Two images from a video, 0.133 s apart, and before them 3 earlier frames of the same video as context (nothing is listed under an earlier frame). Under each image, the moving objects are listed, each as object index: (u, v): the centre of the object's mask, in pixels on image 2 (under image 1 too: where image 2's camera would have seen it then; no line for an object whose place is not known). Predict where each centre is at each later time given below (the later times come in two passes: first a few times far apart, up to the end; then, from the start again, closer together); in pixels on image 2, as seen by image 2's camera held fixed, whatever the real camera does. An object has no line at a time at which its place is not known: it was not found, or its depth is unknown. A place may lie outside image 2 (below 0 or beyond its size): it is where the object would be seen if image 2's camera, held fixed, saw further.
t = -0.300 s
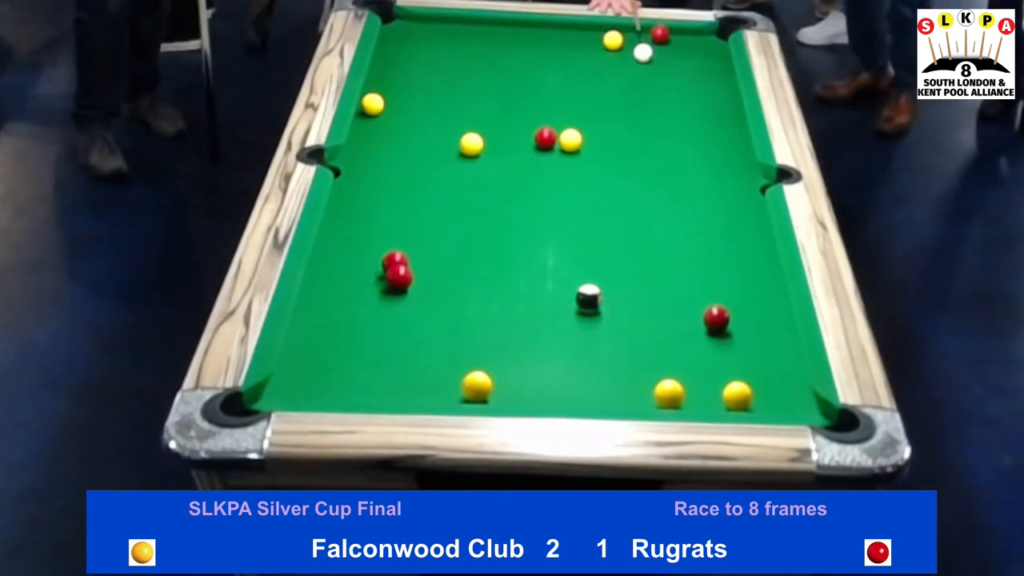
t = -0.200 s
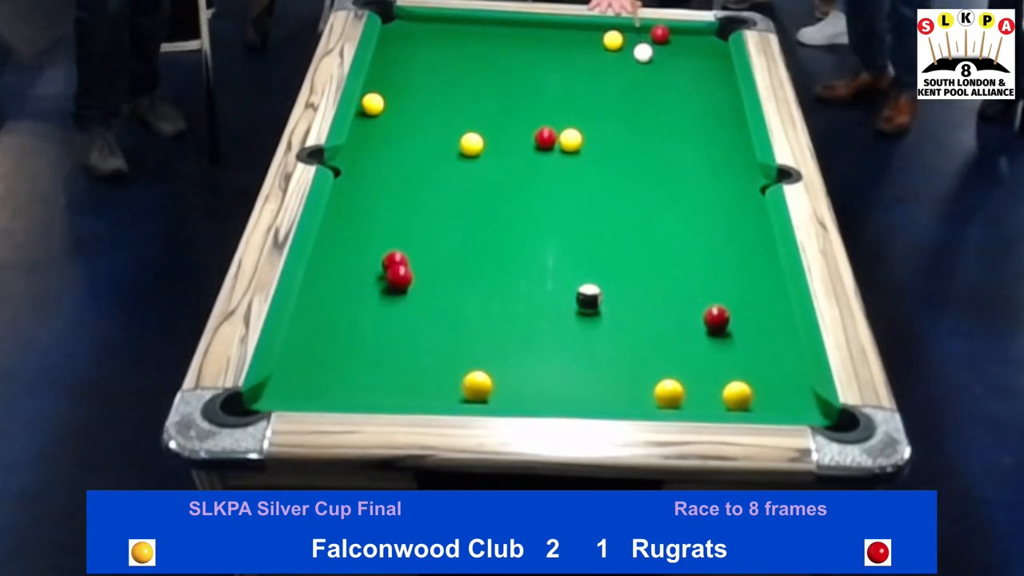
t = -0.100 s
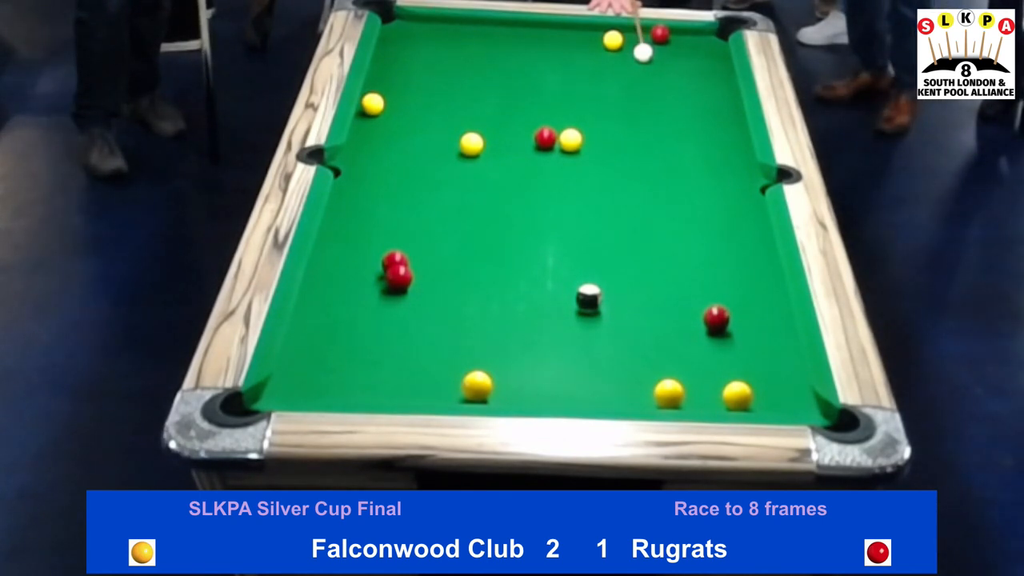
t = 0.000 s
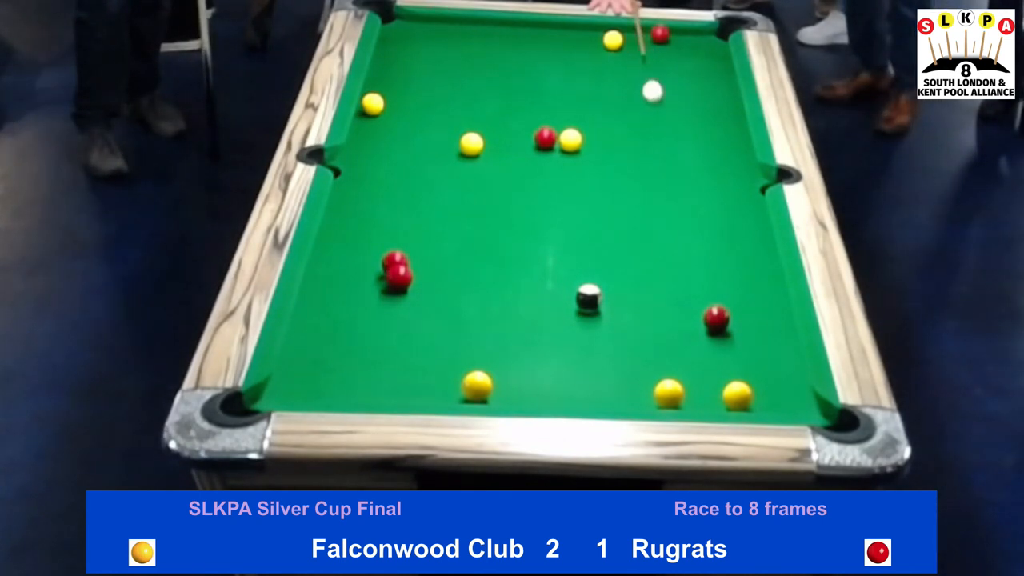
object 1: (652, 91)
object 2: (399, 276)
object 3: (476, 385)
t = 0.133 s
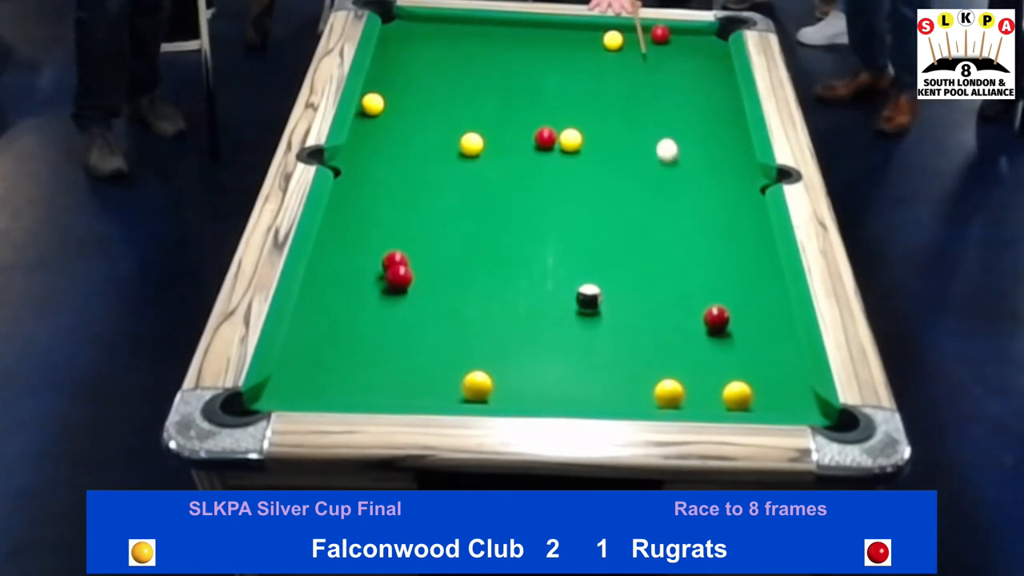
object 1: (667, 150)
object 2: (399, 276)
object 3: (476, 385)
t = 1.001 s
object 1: (550, 391)
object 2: (399, 276)
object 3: (476, 385)
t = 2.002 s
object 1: (426, 287)
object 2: (399, 276)
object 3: (464, 387)
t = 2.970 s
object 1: (452, 235)
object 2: (358, 275)
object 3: (464, 387)
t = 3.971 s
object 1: (465, 209)
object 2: (354, 276)
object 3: (464, 387)
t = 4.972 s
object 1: (464, 205)
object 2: (354, 276)
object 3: (464, 387)
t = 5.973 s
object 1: (464, 205)
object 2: (354, 276)
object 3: (464, 387)
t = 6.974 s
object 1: (464, 205)
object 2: (354, 276)
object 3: (464, 387)
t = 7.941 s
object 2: (354, 276)
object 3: (464, 387)
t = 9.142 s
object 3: (468, 386)
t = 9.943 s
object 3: (464, 386)
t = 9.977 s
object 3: (464, 386)
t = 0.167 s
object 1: (670, 165)
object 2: (399, 276)
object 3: (476, 385)
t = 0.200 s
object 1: (674, 180)
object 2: (399, 276)
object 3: (476, 385)
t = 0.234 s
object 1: (678, 196)
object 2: (399, 276)
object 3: (476, 385)
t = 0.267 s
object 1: (682, 213)
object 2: (399, 276)
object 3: (476, 385)
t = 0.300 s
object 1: (686, 230)
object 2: (399, 276)
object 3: (476, 385)
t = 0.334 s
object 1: (691, 247)
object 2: (399, 276)
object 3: (476, 385)
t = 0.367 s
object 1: (695, 266)
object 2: (399, 276)
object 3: (476, 385)
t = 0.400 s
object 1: (700, 286)
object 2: (399, 276)
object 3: (476, 385)
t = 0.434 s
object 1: (702, 304)
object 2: (399, 276)
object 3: (476, 385)
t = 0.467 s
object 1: (693, 307)
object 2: (399, 276)
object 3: (476, 385)
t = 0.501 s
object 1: (682, 309)
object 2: (399, 276)
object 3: (476, 385)
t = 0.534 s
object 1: (671, 312)
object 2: (399, 276)
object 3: (476, 385)
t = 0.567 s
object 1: (662, 315)
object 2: (399, 276)
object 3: (476, 385)
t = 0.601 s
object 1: (652, 319)
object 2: (399, 276)
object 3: (476, 385)
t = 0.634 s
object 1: (644, 324)
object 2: (399, 276)
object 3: (476, 385)
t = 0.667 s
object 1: (636, 330)
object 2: (399, 276)
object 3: (476, 385)
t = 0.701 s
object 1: (627, 336)
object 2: (399, 276)
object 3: (476, 385)
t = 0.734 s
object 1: (619, 342)
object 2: (399, 276)
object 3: (476, 385)
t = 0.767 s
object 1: (611, 347)
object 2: (399, 276)
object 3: (476, 385)
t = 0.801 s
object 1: (602, 354)
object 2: (399, 276)
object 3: (476, 385)
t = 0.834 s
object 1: (594, 360)
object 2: (399, 276)
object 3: (476, 385)
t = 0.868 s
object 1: (585, 366)
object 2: (399, 276)
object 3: (476, 385)
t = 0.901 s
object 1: (576, 372)
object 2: (399, 276)
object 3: (476, 385)
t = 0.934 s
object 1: (568, 379)
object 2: (399, 276)
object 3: (476, 385)
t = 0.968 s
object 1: (559, 385)
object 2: (399, 276)
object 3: (476, 385)
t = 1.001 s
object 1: (550, 391)
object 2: (399, 276)
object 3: (476, 385)
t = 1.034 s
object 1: (541, 394)
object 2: (399, 276)
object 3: (476, 385)
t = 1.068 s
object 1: (532, 398)
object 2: (399, 276)
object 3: (477, 385)
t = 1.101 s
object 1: (526, 394)
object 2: (399, 276)
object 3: (477, 385)
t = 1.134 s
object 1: (519, 392)
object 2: (399, 276)
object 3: (477, 385)
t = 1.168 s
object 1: (513, 389)
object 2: (399, 276)
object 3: (477, 385)
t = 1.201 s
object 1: (507, 384)
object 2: (399, 275)
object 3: (477, 385)
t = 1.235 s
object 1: (503, 379)
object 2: (399, 276)
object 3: (477, 385)
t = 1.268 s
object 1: (500, 374)
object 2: (399, 275)
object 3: (475, 386)
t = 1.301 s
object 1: (496, 370)
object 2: (399, 276)
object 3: (474, 385)
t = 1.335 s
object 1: (492, 365)
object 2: (399, 276)
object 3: (473, 386)
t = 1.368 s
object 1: (488, 361)
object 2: (399, 276)
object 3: (472, 386)
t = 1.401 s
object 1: (484, 356)
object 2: (399, 276)
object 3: (471, 386)
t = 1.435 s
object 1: (480, 352)
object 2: (399, 276)
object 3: (470, 386)
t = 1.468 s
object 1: (477, 348)
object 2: (399, 276)
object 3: (469, 386)
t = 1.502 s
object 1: (473, 344)
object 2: (399, 276)
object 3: (468, 386)
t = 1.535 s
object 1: (470, 339)
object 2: (399, 276)
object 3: (468, 386)
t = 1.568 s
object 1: (466, 335)
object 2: (399, 276)
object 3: (467, 386)
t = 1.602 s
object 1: (463, 331)
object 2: (399, 276)
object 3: (466, 386)
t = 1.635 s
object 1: (459, 327)
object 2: (399, 276)
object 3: (465, 386)
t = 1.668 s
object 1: (456, 323)
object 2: (399, 276)
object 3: (465, 386)
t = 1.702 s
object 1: (453, 319)
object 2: (399, 276)
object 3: (465, 386)
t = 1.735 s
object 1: (449, 315)
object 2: (399, 276)
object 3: (464, 387)
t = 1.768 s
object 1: (446, 312)
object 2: (399, 276)
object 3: (464, 387)
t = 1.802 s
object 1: (443, 308)
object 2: (399, 276)
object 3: (464, 387)
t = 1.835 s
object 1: (441, 304)
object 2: (399, 276)
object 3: (464, 387)
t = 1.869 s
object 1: (437, 301)
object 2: (399, 276)
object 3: (463, 387)
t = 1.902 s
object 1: (434, 297)
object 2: (399, 276)
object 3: (463, 387)
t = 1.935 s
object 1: (431, 294)
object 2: (399, 276)
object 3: (463, 387)
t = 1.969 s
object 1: (429, 290)
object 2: (399, 276)
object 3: (463, 387)
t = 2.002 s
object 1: (426, 287)
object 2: (399, 276)
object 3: (464, 387)
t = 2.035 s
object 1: (423, 284)
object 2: (398, 276)
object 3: (463, 387)
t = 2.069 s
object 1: (425, 281)
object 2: (396, 275)
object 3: (464, 387)
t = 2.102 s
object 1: (426, 279)
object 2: (394, 275)
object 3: (464, 387)
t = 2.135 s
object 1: (428, 277)
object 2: (392, 275)
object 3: (464, 387)
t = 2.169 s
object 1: (430, 275)
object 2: (390, 275)
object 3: (464, 387)
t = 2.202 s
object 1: (431, 273)
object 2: (387, 275)
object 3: (464, 387)
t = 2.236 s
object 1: (432, 271)
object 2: (386, 276)
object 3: (464, 387)
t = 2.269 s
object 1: (433, 269)
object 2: (384, 276)
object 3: (464, 387)
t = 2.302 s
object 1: (434, 267)
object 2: (382, 275)
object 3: (464, 387)
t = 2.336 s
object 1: (435, 265)
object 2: (380, 275)
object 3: (464, 387)
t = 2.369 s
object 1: (436, 263)
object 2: (379, 275)
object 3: (464, 387)
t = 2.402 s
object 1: (437, 262)
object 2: (377, 275)
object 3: (464, 387)
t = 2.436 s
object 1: (439, 259)
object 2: (375, 275)
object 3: (464, 387)
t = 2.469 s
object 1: (440, 258)
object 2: (374, 275)
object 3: (464, 387)
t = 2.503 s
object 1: (441, 256)
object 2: (373, 275)
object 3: (464, 387)
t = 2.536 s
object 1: (442, 254)
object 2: (371, 275)
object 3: (464, 387)
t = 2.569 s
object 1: (442, 253)
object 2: (370, 274)
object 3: (464, 387)
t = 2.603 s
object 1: (443, 251)
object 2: (369, 275)
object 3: (464, 387)
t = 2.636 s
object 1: (444, 249)
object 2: (367, 275)
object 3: (464, 387)
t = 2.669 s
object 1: (445, 248)
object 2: (366, 275)
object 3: (464, 387)
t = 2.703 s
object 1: (446, 246)
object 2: (365, 274)
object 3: (464, 387)
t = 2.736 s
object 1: (447, 245)
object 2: (364, 275)
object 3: (464, 387)
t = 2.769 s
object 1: (447, 243)
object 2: (363, 275)
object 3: (464, 387)
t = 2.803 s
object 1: (448, 242)
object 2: (362, 275)
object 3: (464, 387)
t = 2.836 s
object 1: (449, 241)
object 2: (361, 275)
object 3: (464, 387)
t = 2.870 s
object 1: (450, 239)
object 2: (361, 275)
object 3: (464, 387)
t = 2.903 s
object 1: (451, 238)
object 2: (360, 275)
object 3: (464, 387)
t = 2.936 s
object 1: (451, 237)
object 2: (359, 275)
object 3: (464, 387)
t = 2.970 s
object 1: (452, 235)
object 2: (358, 275)
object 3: (464, 387)
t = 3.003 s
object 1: (453, 234)
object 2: (358, 275)
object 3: (464, 387)
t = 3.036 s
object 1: (453, 233)
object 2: (357, 275)
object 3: (464, 387)
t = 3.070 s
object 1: (454, 231)
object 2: (357, 275)
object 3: (464, 387)
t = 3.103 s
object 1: (455, 230)
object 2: (356, 275)
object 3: (464, 387)
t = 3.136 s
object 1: (456, 229)
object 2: (356, 275)
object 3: (464, 387)
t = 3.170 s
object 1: (456, 228)
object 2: (355, 275)
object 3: (464, 387)
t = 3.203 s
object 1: (457, 227)
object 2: (355, 275)
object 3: (464, 387)
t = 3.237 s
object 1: (457, 226)
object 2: (355, 275)
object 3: (464, 387)
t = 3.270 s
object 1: (458, 225)
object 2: (355, 275)
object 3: (464, 387)
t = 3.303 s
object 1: (458, 224)
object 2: (355, 275)
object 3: (464, 387)
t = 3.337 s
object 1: (459, 223)
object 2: (354, 275)
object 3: (464, 387)
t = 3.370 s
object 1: (459, 222)
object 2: (354, 275)
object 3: (464, 387)
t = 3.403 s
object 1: (460, 221)
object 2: (354, 275)
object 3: (464, 387)
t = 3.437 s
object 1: (460, 220)
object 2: (354, 275)
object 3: (464, 387)
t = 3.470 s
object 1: (461, 220)
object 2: (354, 275)
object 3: (464, 387)
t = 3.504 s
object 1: (461, 219)
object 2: (354, 275)
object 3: (464, 387)
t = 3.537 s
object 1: (462, 218)
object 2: (354, 275)
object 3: (464, 387)
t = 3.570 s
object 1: (462, 217)
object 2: (354, 275)
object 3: (464, 387)
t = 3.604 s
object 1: (462, 216)
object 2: (354, 275)
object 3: (464, 387)
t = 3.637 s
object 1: (463, 215)
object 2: (354, 275)
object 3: (464, 387)
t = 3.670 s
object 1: (463, 214)
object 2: (354, 275)
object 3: (464, 387)
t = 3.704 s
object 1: (463, 214)
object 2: (354, 276)
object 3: (464, 387)
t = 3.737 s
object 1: (463, 213)
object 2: (354, 276)
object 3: (464, 387)
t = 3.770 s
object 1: (464, 213)
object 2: (354, 276)
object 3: (464, 387)
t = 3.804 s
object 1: (464, 212)
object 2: (354, 276)
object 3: (464, 387)
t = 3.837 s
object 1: (464, 211)
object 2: (354, 276)
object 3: (464, 387)
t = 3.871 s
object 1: (464, 211)
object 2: (354, 276)
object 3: (464, 387)
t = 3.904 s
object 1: (464, 210)
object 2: (354, 276)
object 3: (464, 387)
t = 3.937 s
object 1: (464, 210)
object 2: (354, 276)
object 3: (464, 387)
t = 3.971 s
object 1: (465, 209)
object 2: (354, 276)
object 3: (464, 387)
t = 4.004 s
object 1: (465, 209)
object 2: (354, 276)
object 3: (464, 387)
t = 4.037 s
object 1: (465, 208)
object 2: (354, 276)
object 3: (464, 387)
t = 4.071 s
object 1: (465, 208)
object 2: (354, 276)
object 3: (464, 387)
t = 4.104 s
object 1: (465, 208)
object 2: (354, 276)
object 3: (464, 387)
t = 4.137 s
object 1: (465, 207)
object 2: (354, 276)
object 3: (464, 387)
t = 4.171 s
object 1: (465, 207)
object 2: (354, 276)
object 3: (464, 387)
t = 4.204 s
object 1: (465, 207)
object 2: (354, 276)
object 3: (464, 387)
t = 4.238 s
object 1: (465, 207)
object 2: (354, 276)
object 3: (464, 387)
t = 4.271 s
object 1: (465, 206)
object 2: (354, 276)
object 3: (464, 387)
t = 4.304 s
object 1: (464, 206)
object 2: (354, 276)
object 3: (464, 387)
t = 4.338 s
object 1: (464, 206)
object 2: (354, 276)
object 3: (464, 387)
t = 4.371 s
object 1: (464, 206)
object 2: (354, 276)
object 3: (464, 387)
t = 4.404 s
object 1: (464, 206)
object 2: (354, 276)
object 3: (464, 387)
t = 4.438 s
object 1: (464, 206)
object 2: (354, 276)
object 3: (464, 387)
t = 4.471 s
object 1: (464, 205)
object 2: (354, 276)
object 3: (464, 387)
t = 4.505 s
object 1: (464, 205)
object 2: (354, 276)
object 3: (464, 387)
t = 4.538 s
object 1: (464, 205)
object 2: (354, 276)
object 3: (464, 387)
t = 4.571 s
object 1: (464, 205)
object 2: (354, 276)
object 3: (464, 387)
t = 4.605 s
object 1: (464, 205)
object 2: (354, 276)
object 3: (464, 387)
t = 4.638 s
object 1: (464, 205)
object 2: (354, 276)
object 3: (464, 387)
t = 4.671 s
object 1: (464, 205)
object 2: (354, 276)
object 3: (464, 387)
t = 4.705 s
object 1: (464, 205)
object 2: (354, 276)
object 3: (464, 387)
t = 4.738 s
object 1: (464, 205)
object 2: (354, 276)
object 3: (464, 387)
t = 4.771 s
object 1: (464, 205)
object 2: (354, 276)
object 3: (464, 387)
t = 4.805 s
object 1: (464, 205)
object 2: (354, 276)
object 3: (464, 387)
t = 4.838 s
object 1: (464, 205)
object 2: (354, 276)
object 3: (464, 387)
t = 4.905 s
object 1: (464, 205)
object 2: (354, 276)
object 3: (464, 387)
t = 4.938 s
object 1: (464, 205)
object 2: (354, 276)
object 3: (464, 387)
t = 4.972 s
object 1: (464, 205)
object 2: (354, 276)
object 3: (464, 387)
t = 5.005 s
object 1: (464, 205)
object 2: (354, 276)
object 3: (464, 387)
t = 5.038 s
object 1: (464, 205)
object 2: (354, 276)
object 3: (464, 387)
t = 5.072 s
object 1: (464, 205)
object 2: (354, 276)
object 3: (464, 387)
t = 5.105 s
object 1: (464, 205)
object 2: (354, 276)
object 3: (464, 387)
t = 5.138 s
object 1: (464, 205)
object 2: (354, 276)
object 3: (464, 387)
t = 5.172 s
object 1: (464, 205)
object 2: (354, 276)
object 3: (464, 387)
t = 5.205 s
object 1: (464, 205)
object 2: (354, 276)
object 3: (464, 387)
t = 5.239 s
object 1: (464, 205)
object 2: (354, 276)
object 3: (464, 387)
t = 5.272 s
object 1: (464, 205)
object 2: (354, 276)
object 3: (464, 387)
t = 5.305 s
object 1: (464, 205)
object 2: (354, 276)
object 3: (464, 387)
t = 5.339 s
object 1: (464, 205)
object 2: (354, 276)
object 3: (464, 387)
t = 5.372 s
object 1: (464, 205)
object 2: (354, 276)
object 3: (464, 387)
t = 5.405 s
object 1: (464, 205)
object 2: (354, 276)
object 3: (464, 387)
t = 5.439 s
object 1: (464, 205)
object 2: (354, 276)
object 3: (464, 387)
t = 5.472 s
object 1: (464, 205)
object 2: (354, 276)
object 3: (464, 387)
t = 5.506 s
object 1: (464, 205)
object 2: (354, 276)
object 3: (464, 387)
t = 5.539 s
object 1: (464, 205)
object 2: (354, 276)
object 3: (464, 387)
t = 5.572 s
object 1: (464, 205)
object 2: (354, 276)
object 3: (464, 387)
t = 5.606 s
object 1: (464, 205)
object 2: (354, 276)
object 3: (464, 387)
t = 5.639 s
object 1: (464, 205)
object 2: (354, 276)
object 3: (464, 387)
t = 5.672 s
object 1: (464, 205)
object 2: (354, 276)
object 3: (464, 387)
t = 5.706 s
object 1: (464, 205)
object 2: (354, 276)
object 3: (464, 387)
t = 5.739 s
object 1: (464, 205)
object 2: (354, 276)
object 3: (464, 387)
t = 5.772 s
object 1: (464, 205)
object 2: (354, 276)
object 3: (464, 387)
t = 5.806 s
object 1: (464, 205)
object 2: (354, 276)
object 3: (464, 387)
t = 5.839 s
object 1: (464, 205)
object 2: (354, 276)
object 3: (464, 387)
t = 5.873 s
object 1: (464, 205)
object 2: (354, 276)
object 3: (464, 387)
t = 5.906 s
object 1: (464, 205)
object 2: (354, 276)
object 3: (464, 387)
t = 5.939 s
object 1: (464, 205)
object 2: (354, 276)
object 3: (464, 387)
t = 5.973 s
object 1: (464, 205)
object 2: (354, 276)
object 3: (464, 387)
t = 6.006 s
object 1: (464, 205)
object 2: (354, 276)
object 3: (464, 387)
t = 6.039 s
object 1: (464, 205)
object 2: (354, 276)
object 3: (464, 387)
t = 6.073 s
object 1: (464, 205)
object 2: (354, 275)
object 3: (464, 387)
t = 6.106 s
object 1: (464, 205)
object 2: (354, 276)
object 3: (464, 387)
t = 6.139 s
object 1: (464, 205)
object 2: (354, 276)
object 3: (464, 387)
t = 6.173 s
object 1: (464, 205)
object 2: (354, 276)
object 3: (464, 387)
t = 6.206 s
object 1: (464, 205)
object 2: (354, 276)
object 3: (464, 387)
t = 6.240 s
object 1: (464, 205)
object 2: (354, 276)
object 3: (464, 387)
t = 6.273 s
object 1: (464, 205)
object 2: (354, 276)
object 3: (464, 387)
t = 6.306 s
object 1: (464, 205)
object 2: (354, 276)
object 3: (464, 387)
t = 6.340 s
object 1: (464, 205)
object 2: (354, 276)
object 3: (464, 387)
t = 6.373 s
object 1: (464, 205)
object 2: (354, 276)
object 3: (464, 387)
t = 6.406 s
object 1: (464, 205)
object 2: (354, 276)
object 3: (464, 387)
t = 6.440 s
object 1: (464, 205)
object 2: (354, 276)
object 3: (464, 387)
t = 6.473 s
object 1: (464, 205)
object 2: (354, 276)
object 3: (464, 387)
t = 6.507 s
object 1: (464, 205)
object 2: (354, 276)
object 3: (464, 387)
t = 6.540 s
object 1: (464, 205)
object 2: (354, 276)
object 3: (464, 387)
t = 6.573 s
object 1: (464, 205)
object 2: (354, 276)
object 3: (464, 387)
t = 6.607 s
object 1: (464, 205)
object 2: (354, 276)
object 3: (464, 387)
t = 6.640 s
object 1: (464, 205)
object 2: (354, 276)
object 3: (464, 387)
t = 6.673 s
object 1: (464, 205)
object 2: (354, 276)
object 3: (464, 387)
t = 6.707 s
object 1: (464, 205)
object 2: (354, 276)
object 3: (464, 387)
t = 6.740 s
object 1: (464, 205)
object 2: (354, 276)
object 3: (464, 387)
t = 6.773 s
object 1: (464, 205)
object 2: (354, 276)
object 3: (464, 387)
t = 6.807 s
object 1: (464, 205)
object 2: (354, 276)
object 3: (464, 387)
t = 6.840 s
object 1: (464, 205)
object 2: (354, 276)
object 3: (464, 387)
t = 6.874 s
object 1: (464, 205)
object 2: (354, 276)
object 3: (464, 387)
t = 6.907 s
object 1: (464, 205)
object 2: (354, 276)
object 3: (464, 387)
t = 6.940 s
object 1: (464, 205)
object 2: (354, 276)
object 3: (464, 387)
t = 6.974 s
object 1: (464, 205)
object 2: (354, 276)
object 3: (464, 387)
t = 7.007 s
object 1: (464, 205)
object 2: (354, 276)
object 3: (464, 387)
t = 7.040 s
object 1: (464, 205)
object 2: (354, 276)
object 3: (464, 387)
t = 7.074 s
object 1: (464, 205)
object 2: (354, 276)
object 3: (464, 387)
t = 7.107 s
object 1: (464, 205)
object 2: (354, 276)
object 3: (464, 387)
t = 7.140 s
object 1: (464, 205)
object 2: (354, 276)
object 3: (464, 387)
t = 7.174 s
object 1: (464, 205)
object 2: (354, 276)
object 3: (464, 387)
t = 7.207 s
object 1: (464, 205)
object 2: (354, 276)
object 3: (464, 387)
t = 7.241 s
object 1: (464, 205)
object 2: (354, 276)
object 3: (464, 387)
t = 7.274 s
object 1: (464, 205)
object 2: (354, 276)
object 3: (464, 387)
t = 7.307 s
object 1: (464, 205)
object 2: (354, 276)
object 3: (464, 387)
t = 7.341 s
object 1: (464, 205)
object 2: (354, 276)
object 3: (464, 387)
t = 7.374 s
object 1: (464, 205)
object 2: (354, 276)
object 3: (464, 387)
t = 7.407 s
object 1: (464, 205)
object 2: (354, 276)
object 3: (464, 387)
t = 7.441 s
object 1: (464, 205)
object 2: (354, 276)
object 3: (464, 387)
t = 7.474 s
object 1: (464, 205)
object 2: (354, 276)
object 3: (464, 387)
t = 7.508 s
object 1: (464, 205)
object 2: (354, 276)
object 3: (464, 387)
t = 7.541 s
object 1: (464, 205)
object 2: (354, 276)
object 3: (464, 387)
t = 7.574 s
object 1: (464, 205)
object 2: (354, 276)
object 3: (464, 387)
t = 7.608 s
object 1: (464, 205)
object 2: (354, 276)
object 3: (464, 387)
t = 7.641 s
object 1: (464, 205)
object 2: (354, 276)
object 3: (464, 387)
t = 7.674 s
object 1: (464, 205)
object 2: (354, 276)
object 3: (464, 387)
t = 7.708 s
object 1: (464, 205)
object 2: (354, 276)
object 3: (464, 387)
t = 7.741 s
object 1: (464, 205)
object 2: (354, 276)
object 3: (464, 387)
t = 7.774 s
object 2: (354, 276)
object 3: (464, 387)
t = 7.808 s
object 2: (354, 276)
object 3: (464, 387)
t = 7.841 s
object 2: (354, 276)
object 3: (464, 387)
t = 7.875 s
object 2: (354, 276)
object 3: (464, 387)
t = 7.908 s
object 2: (354, 276)
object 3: (464, 387)
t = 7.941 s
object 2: (354, 276)
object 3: (464, 387)
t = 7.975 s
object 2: (354, 276)
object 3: (464, 387)
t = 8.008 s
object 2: (354, 276)
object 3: (464, 387)
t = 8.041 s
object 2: (354, 276)
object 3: (464, 387)
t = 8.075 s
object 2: (354, 276)
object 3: (464, 387)
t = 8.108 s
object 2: (354, 276)
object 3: (464, 387)
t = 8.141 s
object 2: (354, 276)
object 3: (464, 387)
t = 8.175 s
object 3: (464, 387)
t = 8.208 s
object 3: (464, 387)
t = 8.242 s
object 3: (464, 387)
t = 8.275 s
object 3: (464, 387)
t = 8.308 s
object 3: (464, 387)
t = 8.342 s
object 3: (464, 387)
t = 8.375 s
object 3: (464, 387)
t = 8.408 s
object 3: (464, 387)
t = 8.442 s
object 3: (464, 387)
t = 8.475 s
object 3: (456, 382)
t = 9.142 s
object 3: (468, 386)
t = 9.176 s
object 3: (464, 386)
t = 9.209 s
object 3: (464, 386)
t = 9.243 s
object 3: (464, 386)
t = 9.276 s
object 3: (464, 387)
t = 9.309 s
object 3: (464, 386)
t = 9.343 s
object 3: (464, 386)
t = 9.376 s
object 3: (464, 386)
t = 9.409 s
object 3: (464, 386)
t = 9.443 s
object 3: (464, 387)
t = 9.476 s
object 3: (464, 387)
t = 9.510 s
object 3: (464, 387)
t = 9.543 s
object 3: (464, 386)
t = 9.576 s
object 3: (464, 386)
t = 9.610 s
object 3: (464, 387)
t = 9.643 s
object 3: (464, 386)
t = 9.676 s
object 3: (464, 386)
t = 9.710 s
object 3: (464, 386)
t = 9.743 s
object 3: (464, 386)
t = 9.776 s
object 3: (464, 386)
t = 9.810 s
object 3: (464, 386)
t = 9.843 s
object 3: (464, 386)
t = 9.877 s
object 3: (464, 386)
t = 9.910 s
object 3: (464, 386)
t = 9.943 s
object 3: (464, 386)
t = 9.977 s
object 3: (464, 386)
